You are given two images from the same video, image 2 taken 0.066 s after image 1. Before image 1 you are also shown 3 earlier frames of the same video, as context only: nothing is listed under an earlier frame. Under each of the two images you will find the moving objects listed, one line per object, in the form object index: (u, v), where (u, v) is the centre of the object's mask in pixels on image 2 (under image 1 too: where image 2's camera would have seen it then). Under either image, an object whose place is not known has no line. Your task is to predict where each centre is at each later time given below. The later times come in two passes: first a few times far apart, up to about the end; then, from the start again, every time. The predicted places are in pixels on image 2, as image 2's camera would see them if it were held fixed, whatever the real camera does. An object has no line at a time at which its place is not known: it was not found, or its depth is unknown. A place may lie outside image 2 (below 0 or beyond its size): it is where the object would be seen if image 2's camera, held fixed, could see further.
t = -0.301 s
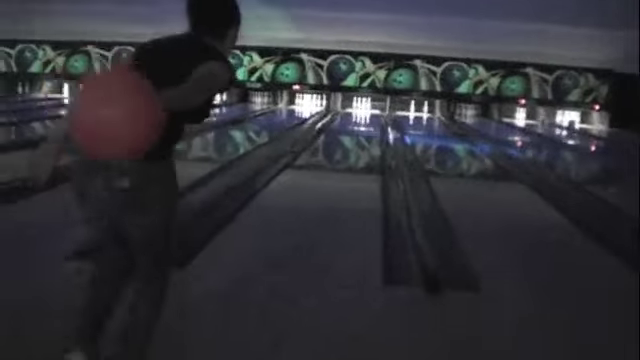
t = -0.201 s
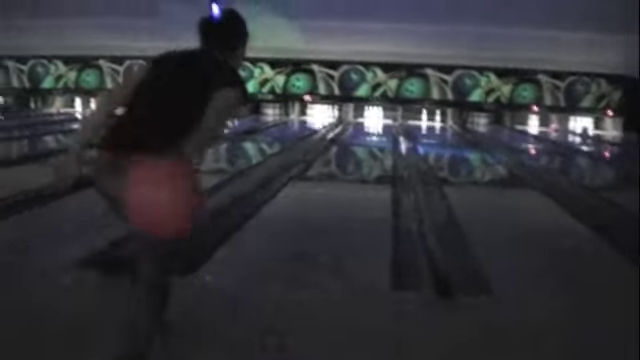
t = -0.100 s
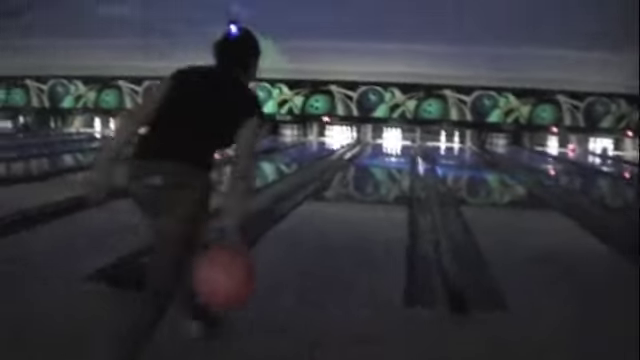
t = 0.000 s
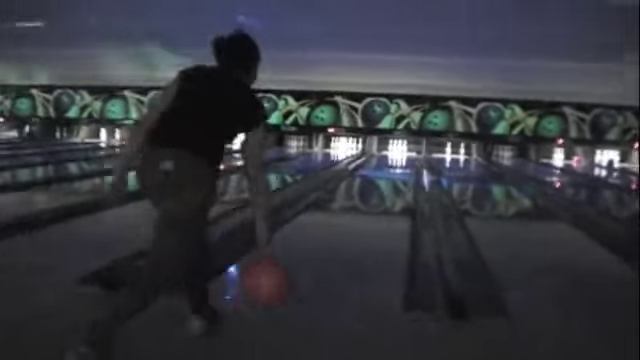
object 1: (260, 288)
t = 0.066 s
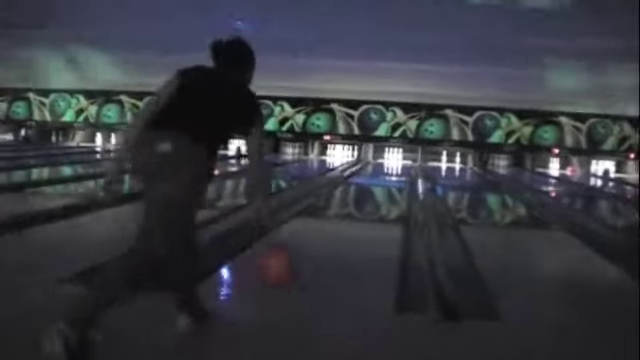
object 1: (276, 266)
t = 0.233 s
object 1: (302, 226)
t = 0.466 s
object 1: (326, 191)
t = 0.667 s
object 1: (335, 184)
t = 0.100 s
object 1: (284, 256)
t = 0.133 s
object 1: (288, 251)
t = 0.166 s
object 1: (294, 245)
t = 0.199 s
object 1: (296, 234)
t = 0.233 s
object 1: (302, 226)
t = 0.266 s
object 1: (306, 220)
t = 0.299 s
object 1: (310, 214)
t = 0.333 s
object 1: (313, 208)
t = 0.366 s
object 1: (318, 204)
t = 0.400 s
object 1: (322, 200)
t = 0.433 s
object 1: (323, 194)
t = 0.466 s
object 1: (326, 191)
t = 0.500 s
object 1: (329, 189)
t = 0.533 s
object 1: (330, 185)
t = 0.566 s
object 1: (332, 183)
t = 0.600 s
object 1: (332, 180)
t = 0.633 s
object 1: (333, 183)
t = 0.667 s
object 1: (335, 184)
